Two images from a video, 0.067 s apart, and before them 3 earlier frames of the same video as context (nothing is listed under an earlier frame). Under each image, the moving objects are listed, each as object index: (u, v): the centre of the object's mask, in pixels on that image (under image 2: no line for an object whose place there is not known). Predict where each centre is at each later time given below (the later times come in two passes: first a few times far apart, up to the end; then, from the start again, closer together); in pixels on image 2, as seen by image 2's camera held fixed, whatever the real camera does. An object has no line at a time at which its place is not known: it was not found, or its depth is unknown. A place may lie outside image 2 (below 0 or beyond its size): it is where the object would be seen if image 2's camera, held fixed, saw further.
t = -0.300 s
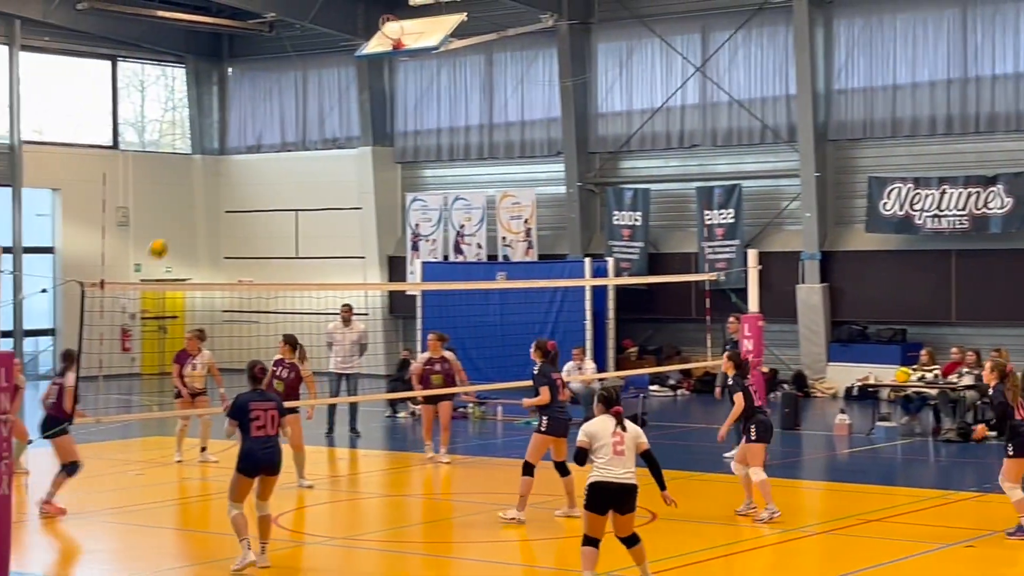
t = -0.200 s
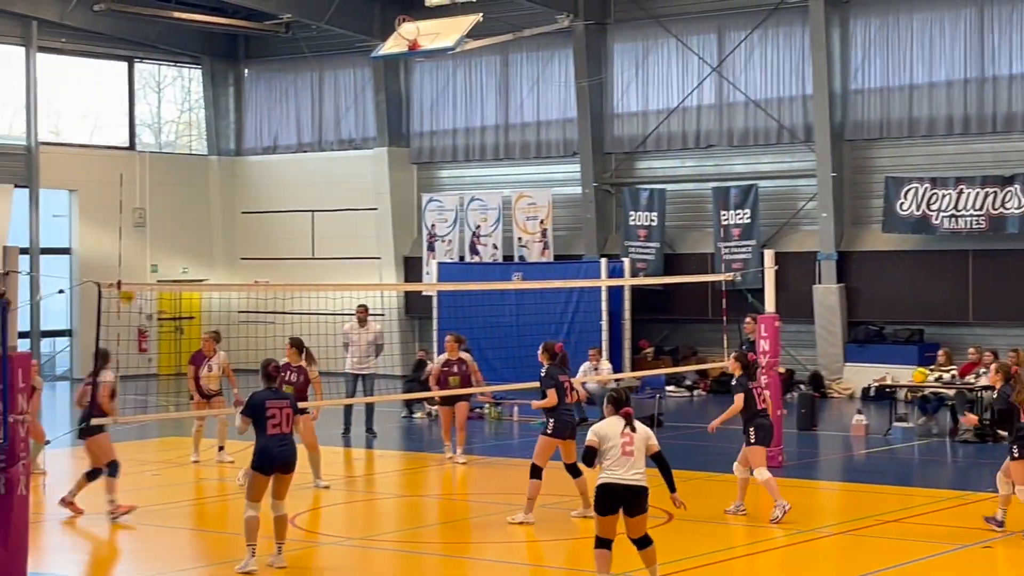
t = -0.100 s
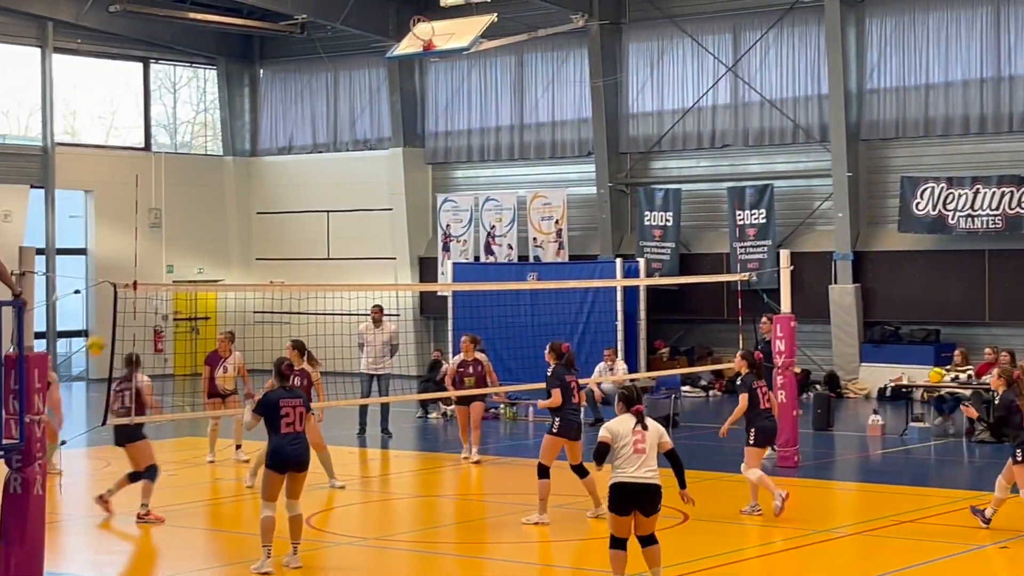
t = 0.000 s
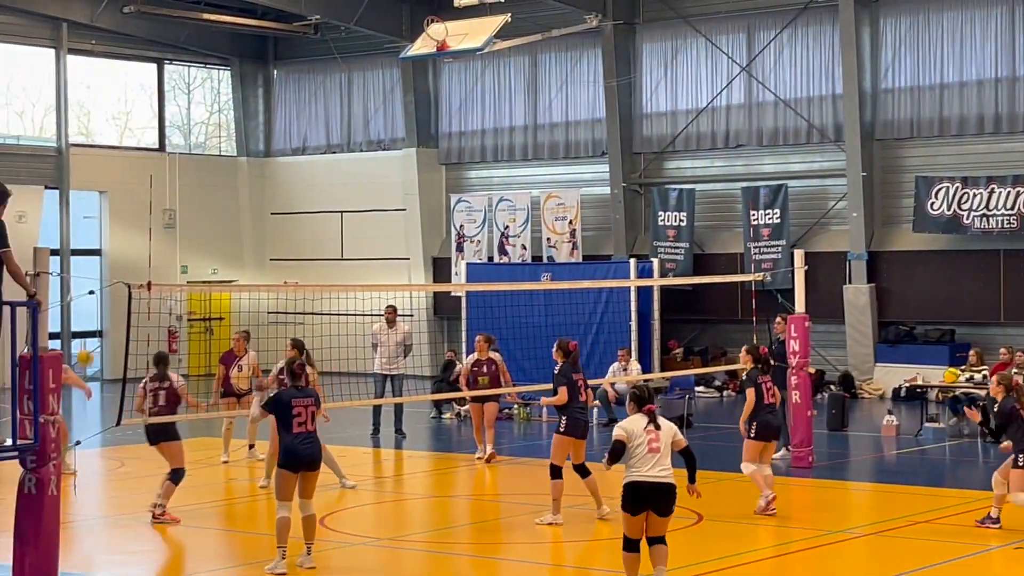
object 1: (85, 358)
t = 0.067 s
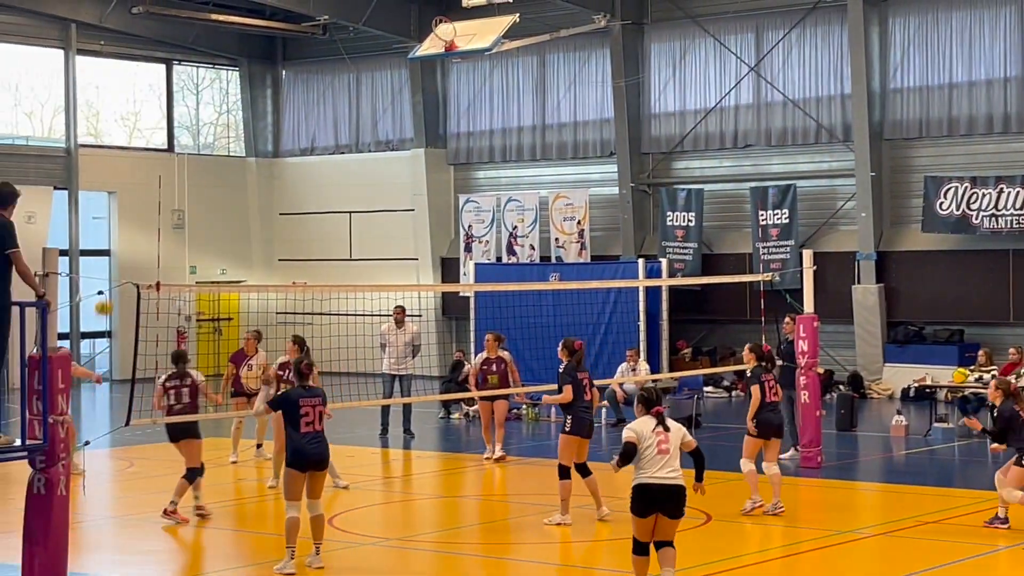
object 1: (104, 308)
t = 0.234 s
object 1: (128, 200)
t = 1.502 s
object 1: (321, 217)
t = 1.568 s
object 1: (331, 261)
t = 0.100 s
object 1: (109, 284)
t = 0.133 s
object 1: (113, 261)
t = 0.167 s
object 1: (117, 240)
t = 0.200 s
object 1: (124, 219)
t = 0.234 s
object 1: (128, 200)
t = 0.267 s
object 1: (134, 181)
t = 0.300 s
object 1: (140, 164)
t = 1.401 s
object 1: (304, 158)
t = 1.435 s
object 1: (309, 177)
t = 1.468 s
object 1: (315, 196)
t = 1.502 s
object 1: (321, 217)
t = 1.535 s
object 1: (326, 238)
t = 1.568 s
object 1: (331, 261)
